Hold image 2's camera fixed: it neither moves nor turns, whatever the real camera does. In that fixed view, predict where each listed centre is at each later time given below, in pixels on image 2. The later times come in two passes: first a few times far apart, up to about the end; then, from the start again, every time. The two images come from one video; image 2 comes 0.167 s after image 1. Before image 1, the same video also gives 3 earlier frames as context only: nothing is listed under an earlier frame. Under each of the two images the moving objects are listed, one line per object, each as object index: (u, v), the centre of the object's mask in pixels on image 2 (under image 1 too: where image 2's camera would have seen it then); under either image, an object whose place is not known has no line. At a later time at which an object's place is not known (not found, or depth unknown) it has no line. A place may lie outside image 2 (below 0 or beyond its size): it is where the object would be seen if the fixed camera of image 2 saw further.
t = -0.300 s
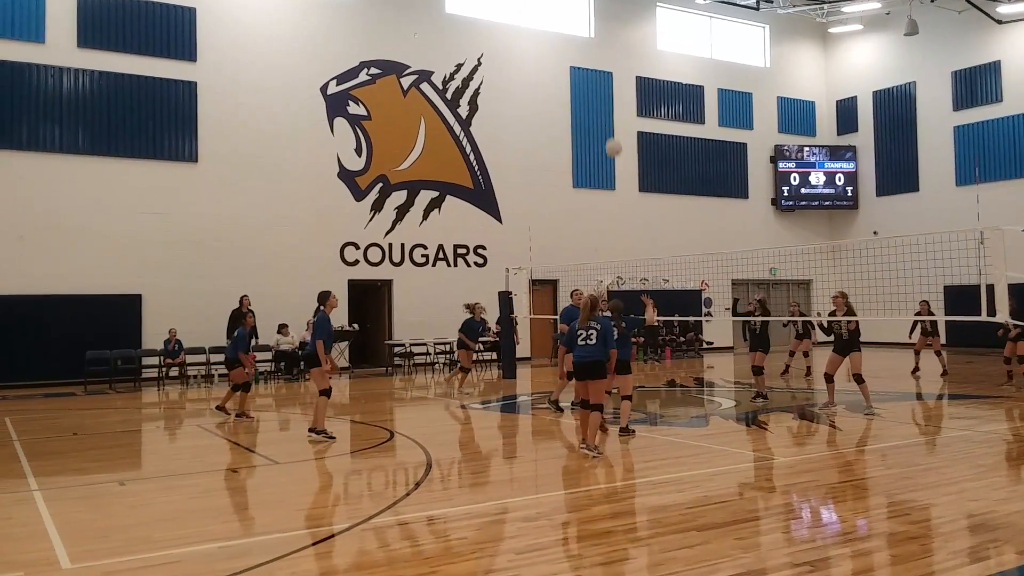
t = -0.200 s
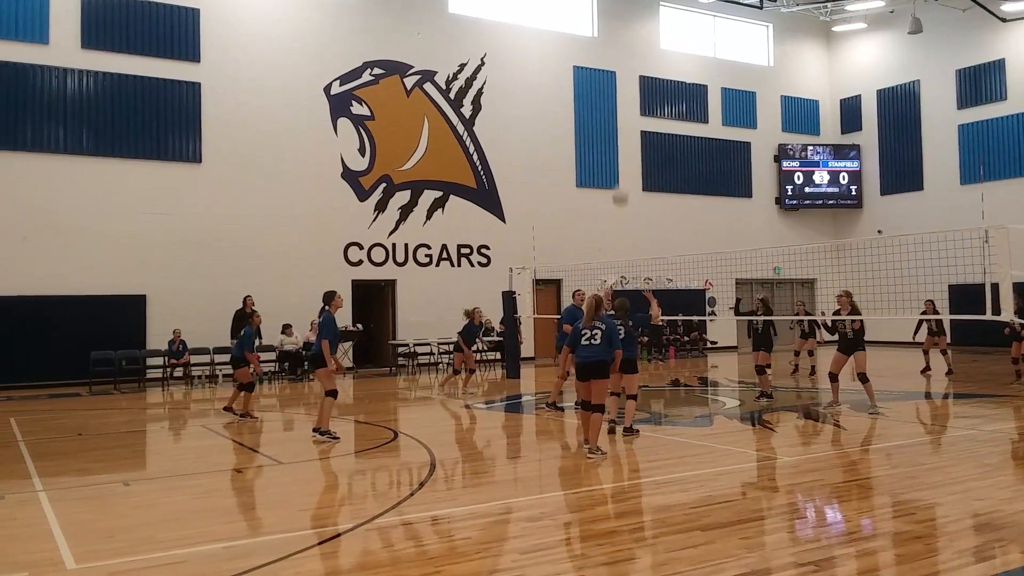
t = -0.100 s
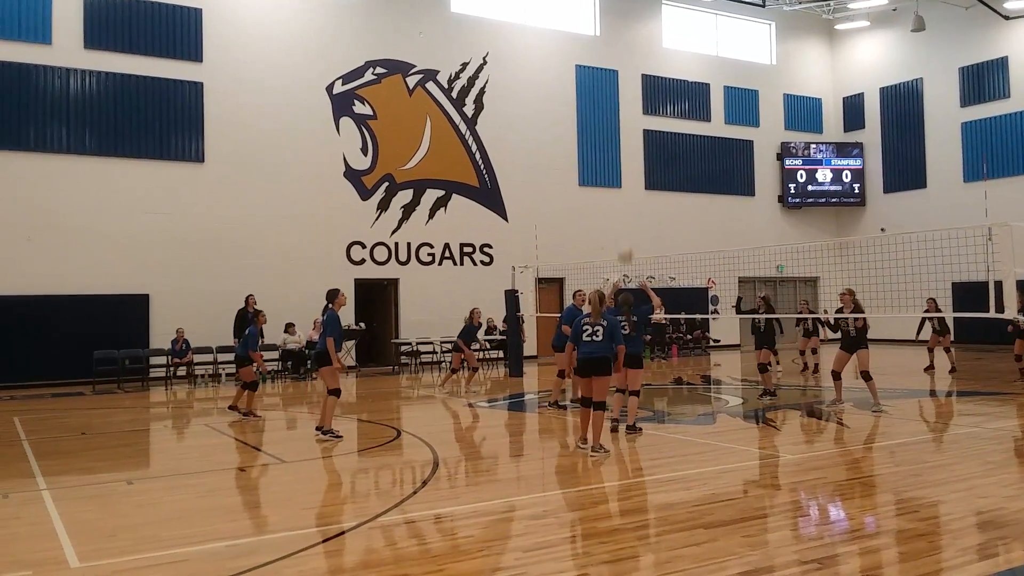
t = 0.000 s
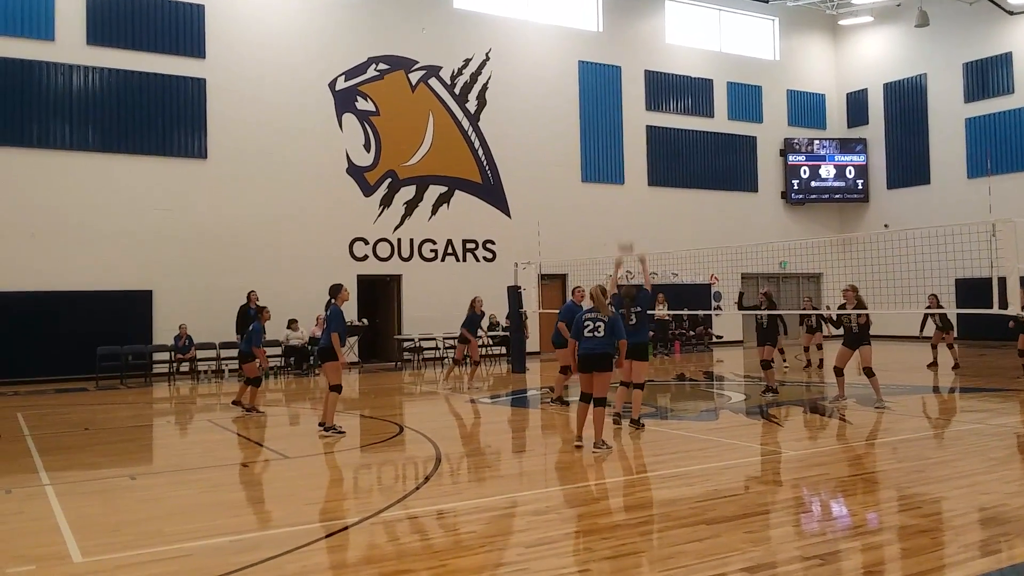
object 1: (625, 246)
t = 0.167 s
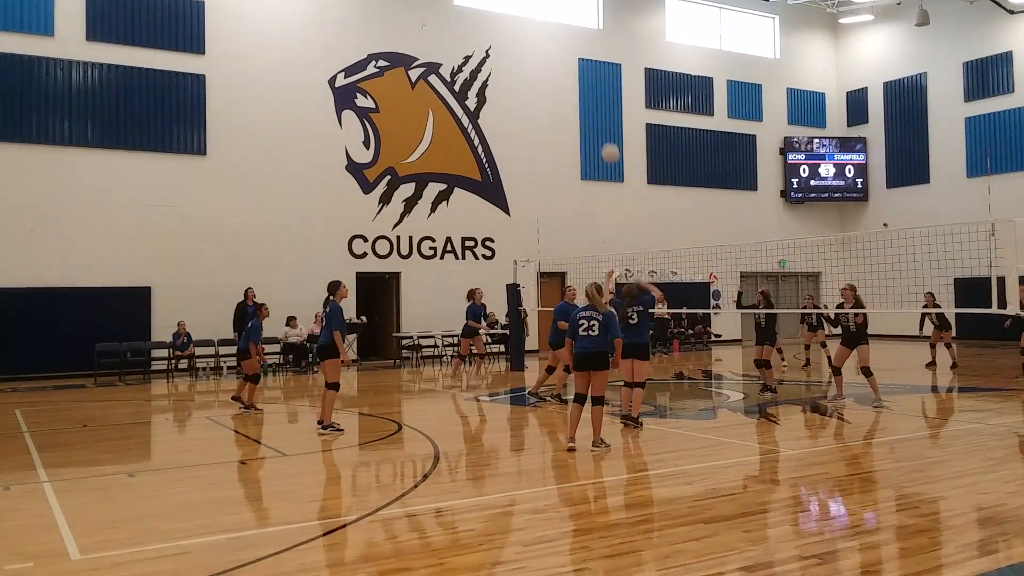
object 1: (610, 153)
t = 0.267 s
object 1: (602, 111)
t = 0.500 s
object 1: (584, 49)
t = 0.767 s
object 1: (568, 31)
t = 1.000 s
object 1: (555, 57)
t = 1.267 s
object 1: (543, 132)
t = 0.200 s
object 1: (607, 138)
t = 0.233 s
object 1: (605, 124)
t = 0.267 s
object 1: (602, 111)
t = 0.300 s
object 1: (599, 100)
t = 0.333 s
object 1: (597, 89)
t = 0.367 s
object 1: (594, 79)
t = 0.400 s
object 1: (591, 70)
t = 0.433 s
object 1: (589, 63)
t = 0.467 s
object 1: (587, 56)
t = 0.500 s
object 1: (584, 49)
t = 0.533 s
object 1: (582, 43)
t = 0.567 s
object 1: (580, 40)
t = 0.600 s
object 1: (578, 36)
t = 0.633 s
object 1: (576, 33)
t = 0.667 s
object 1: (574, 31)
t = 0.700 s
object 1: (572, 31)
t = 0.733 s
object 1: (570, 30)
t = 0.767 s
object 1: (568, 31)
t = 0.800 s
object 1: (566, 32)
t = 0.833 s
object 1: (564, 34)
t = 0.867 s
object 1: (562, 37)
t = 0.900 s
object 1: (561, 41)
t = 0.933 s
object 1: (559, 45)
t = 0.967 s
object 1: (557, 51)
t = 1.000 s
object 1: (555, 57)
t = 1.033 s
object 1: (553, 63)
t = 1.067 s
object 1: (552, 71)
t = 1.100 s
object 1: (550, 79)
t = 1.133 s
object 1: (548, 89)
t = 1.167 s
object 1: (547, 98)
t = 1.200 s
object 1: (546, 109)
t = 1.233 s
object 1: (544, 121)
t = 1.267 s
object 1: (543, 132)
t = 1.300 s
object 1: (541, 145)
